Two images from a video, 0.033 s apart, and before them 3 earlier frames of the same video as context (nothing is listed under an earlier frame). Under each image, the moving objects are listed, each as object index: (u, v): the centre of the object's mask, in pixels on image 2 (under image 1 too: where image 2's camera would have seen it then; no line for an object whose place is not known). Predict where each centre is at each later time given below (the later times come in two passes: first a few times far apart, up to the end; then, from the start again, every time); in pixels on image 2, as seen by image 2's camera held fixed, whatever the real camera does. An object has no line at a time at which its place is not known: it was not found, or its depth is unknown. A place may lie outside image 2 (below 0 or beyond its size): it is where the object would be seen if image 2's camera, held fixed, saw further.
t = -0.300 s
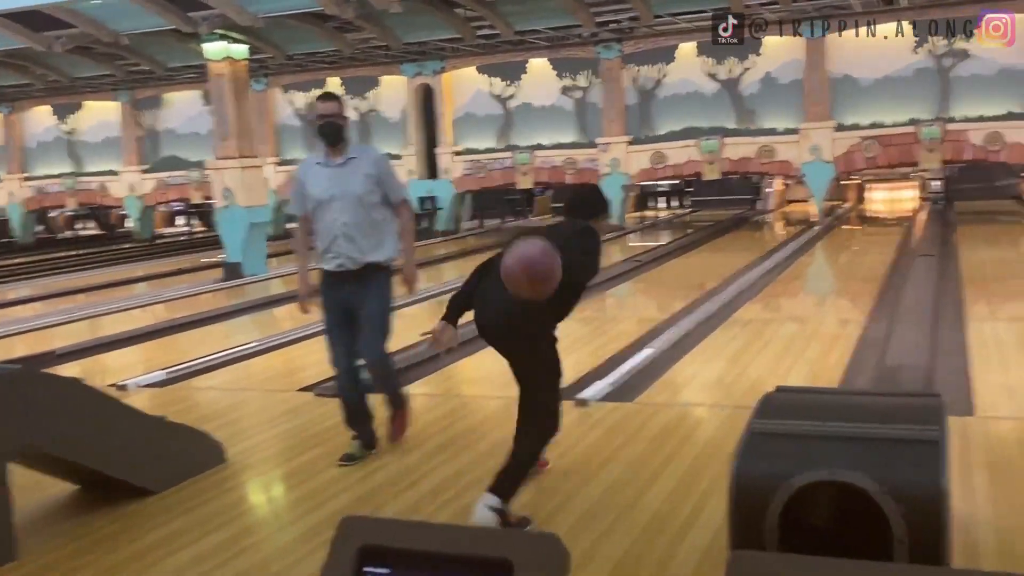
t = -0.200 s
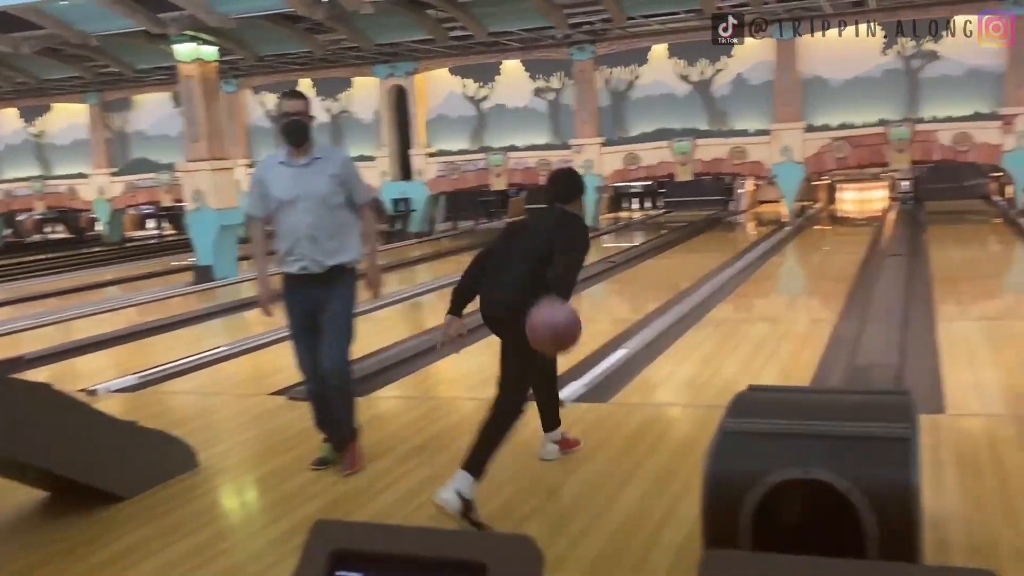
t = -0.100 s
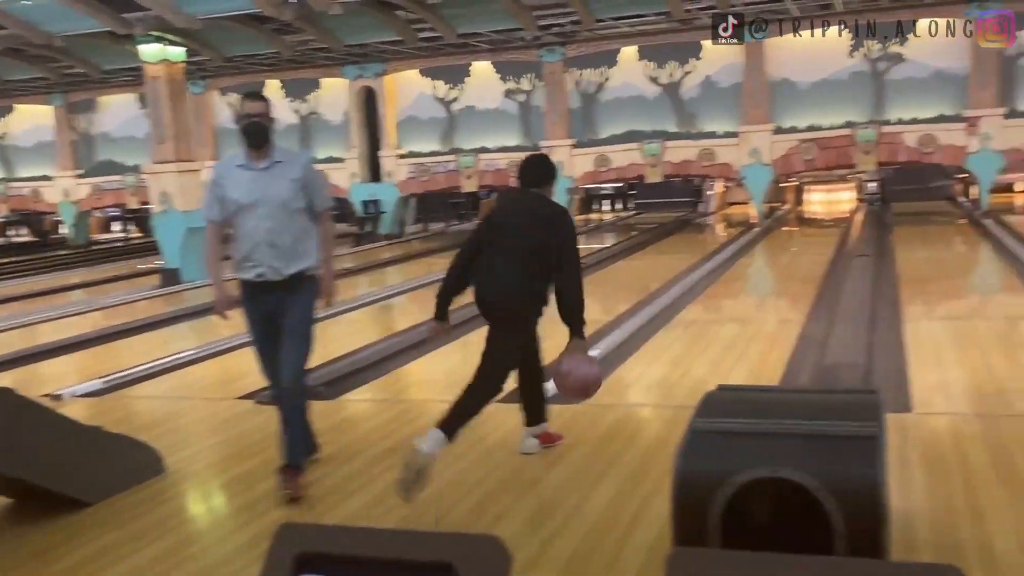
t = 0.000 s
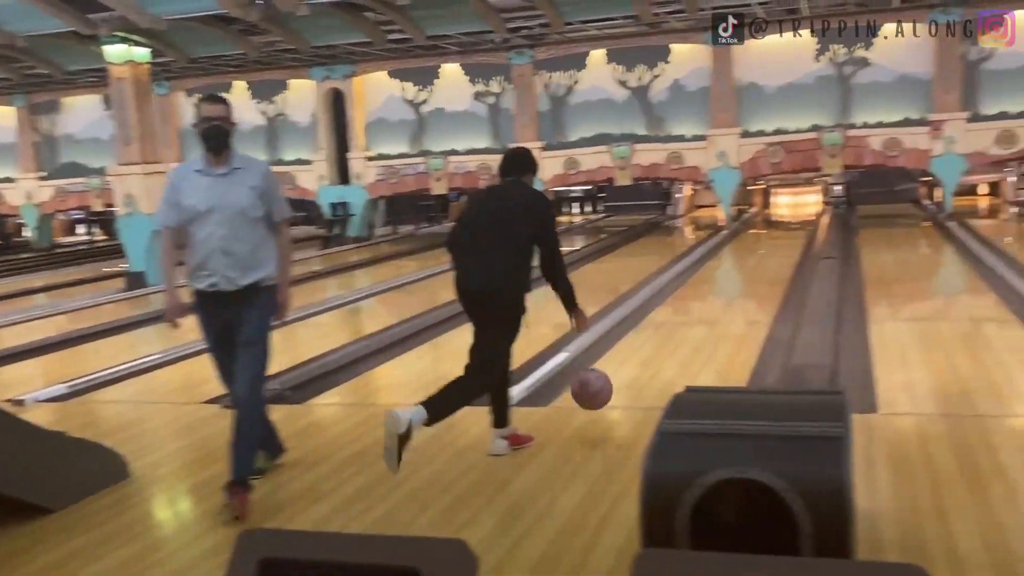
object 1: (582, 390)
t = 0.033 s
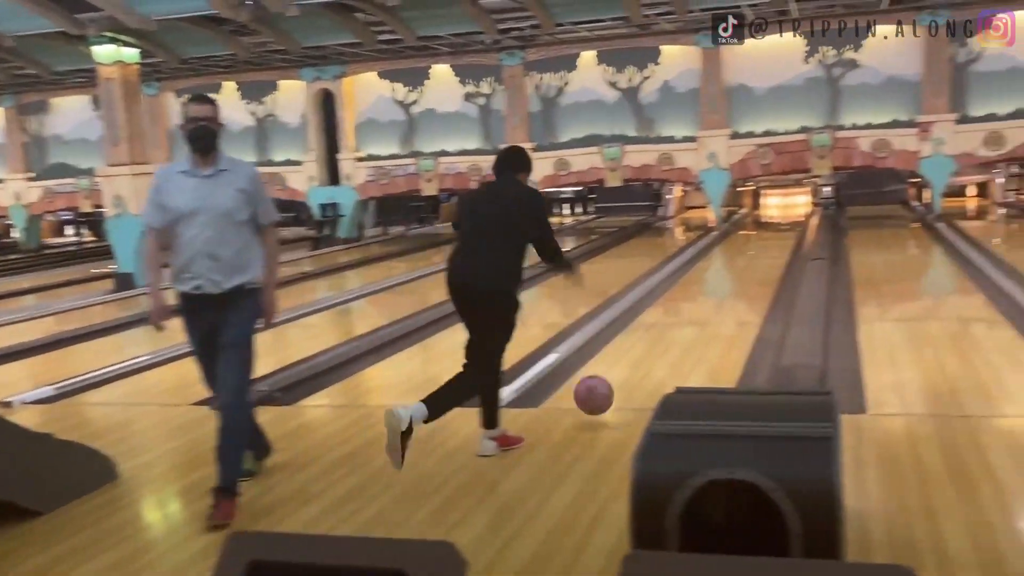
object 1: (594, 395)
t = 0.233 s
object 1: (643, 349)
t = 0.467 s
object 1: (678, 308)
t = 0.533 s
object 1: (686, 301)
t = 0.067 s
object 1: (604, 392)
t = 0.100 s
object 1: (613, 378)
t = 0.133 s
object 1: (621, 367)
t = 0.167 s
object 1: (629, 358)
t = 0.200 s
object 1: (636, 352)
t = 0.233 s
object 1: (643, 349)
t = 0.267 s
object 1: (649, 343)
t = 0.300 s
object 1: (655, 336)
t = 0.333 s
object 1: (660, 330)
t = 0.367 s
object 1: (665, 324)
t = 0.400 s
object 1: (670, 318)
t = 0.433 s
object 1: (674, 313)
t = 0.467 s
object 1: (678, 308)
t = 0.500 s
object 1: (682, 304)
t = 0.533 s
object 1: (686, 301)
